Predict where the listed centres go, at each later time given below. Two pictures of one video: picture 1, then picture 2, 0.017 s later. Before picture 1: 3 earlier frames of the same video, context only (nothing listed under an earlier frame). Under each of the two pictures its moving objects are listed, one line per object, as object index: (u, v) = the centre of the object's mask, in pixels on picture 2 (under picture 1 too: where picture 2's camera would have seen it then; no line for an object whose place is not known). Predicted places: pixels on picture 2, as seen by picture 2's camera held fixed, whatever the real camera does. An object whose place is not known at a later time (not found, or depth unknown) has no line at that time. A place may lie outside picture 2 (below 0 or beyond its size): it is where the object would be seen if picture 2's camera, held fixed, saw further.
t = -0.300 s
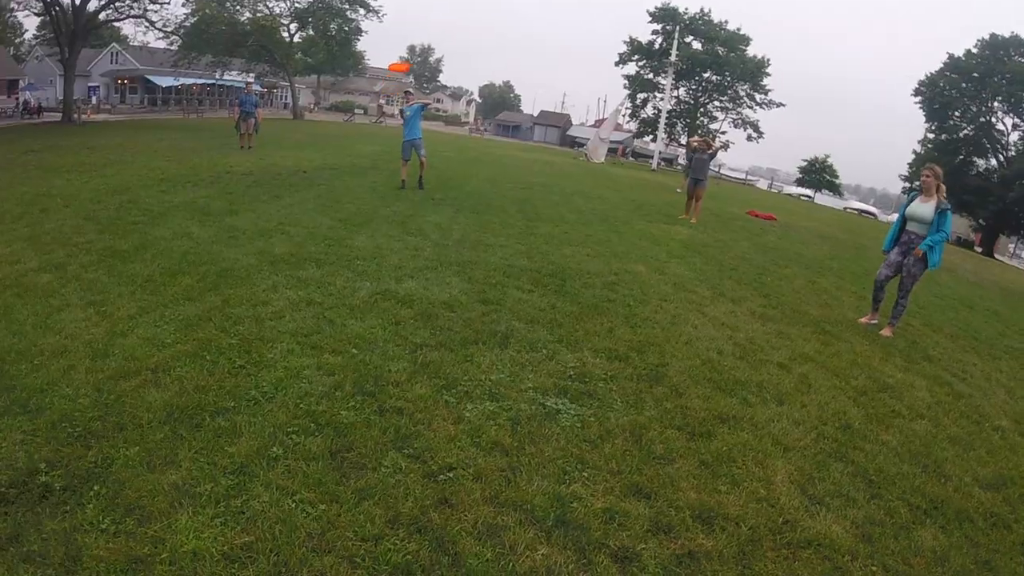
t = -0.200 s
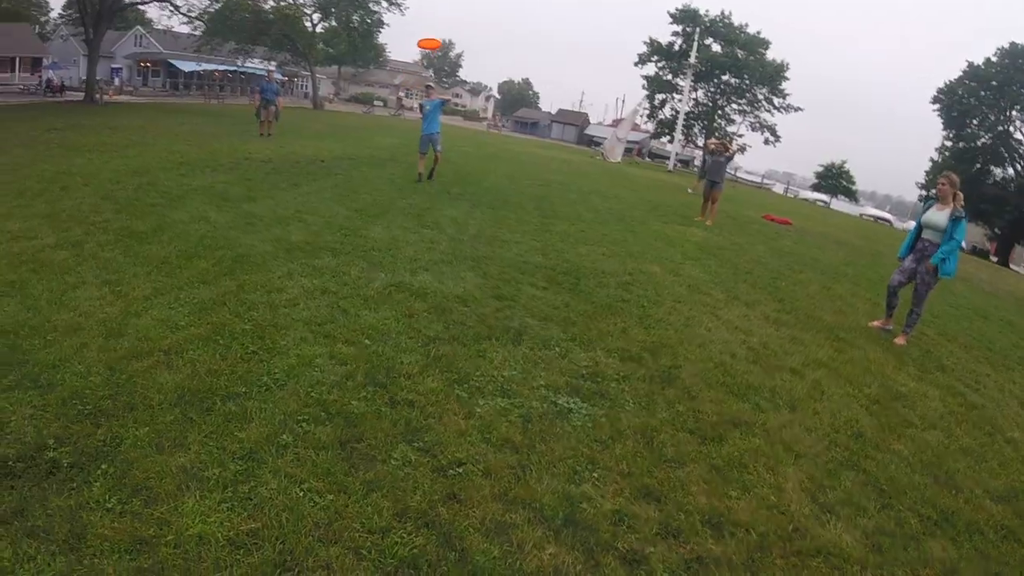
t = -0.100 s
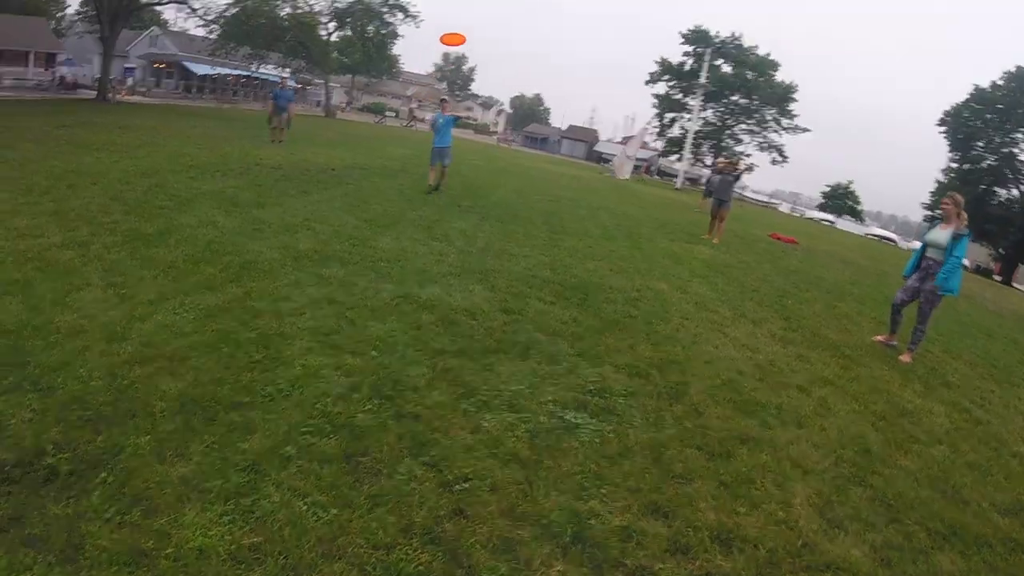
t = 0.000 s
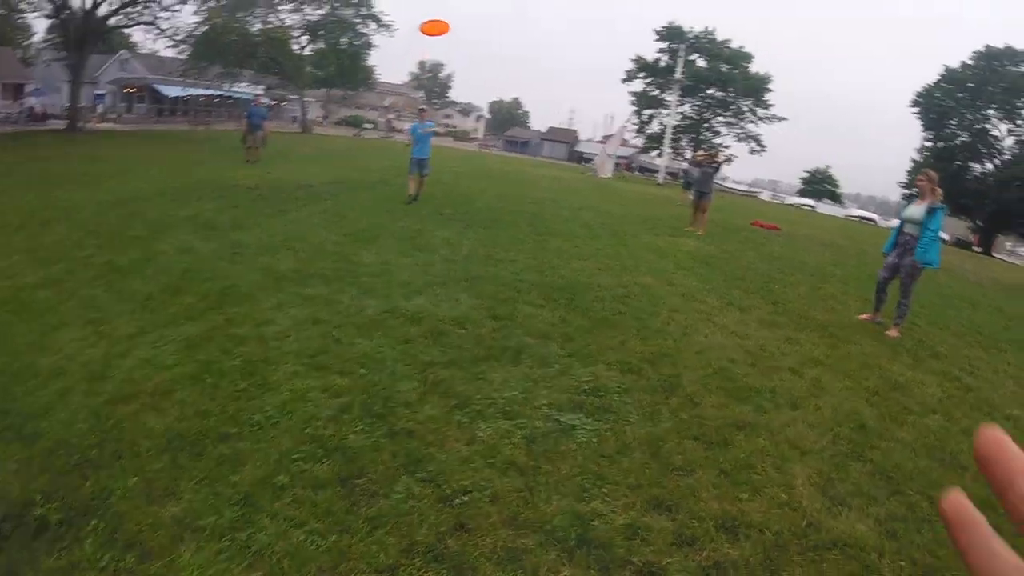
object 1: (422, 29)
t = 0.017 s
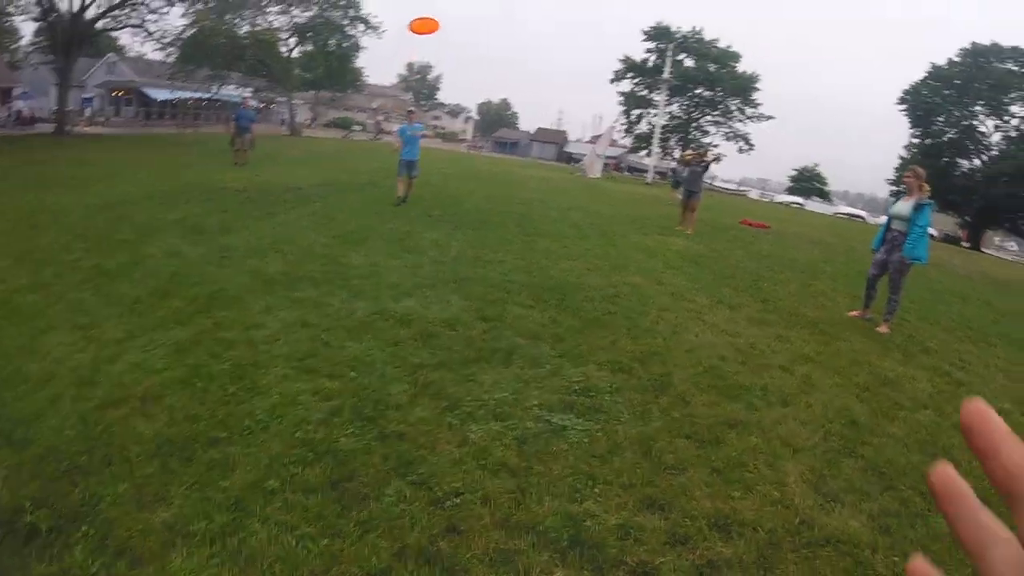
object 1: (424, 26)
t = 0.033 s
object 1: (425, 22)
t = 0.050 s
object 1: (427, 19)
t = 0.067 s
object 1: (428, 15)
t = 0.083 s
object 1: (429, 11)
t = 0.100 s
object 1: (431, 7)
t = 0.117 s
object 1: (433, 3)
